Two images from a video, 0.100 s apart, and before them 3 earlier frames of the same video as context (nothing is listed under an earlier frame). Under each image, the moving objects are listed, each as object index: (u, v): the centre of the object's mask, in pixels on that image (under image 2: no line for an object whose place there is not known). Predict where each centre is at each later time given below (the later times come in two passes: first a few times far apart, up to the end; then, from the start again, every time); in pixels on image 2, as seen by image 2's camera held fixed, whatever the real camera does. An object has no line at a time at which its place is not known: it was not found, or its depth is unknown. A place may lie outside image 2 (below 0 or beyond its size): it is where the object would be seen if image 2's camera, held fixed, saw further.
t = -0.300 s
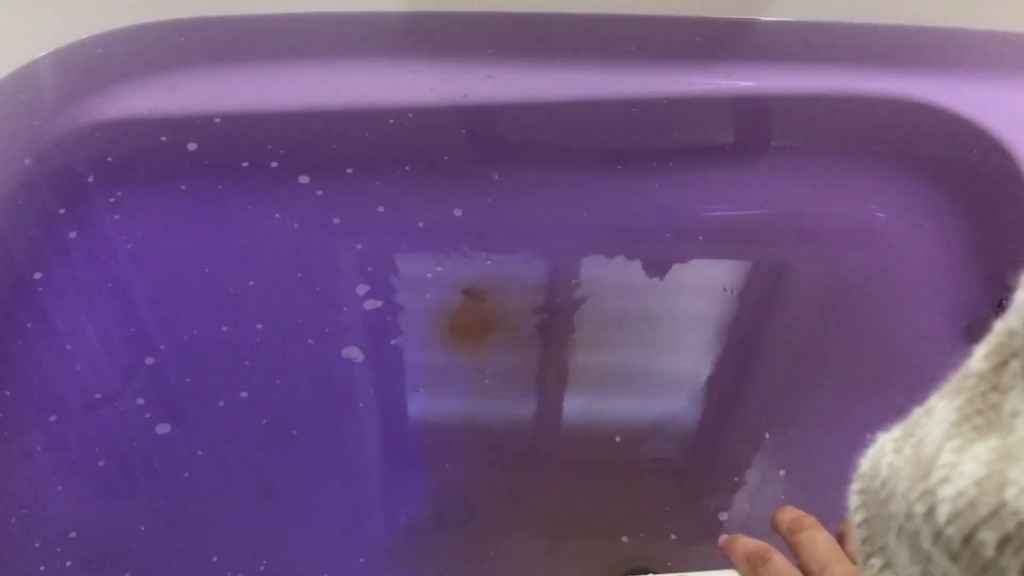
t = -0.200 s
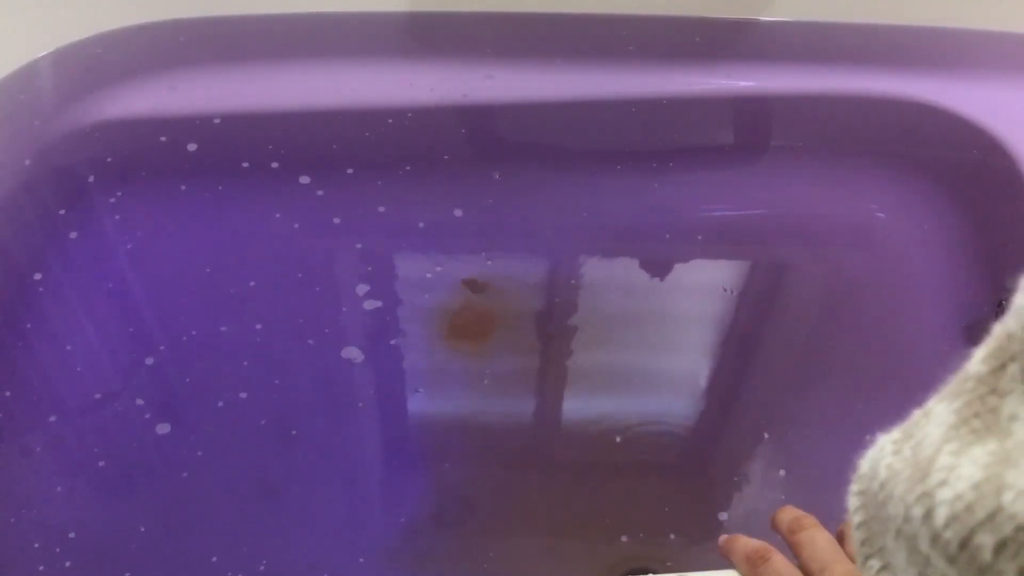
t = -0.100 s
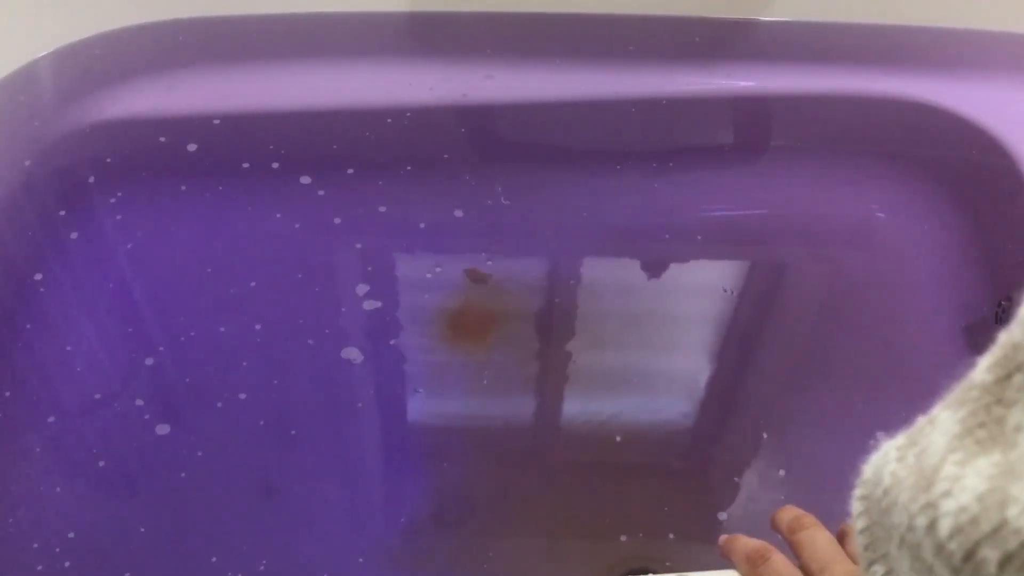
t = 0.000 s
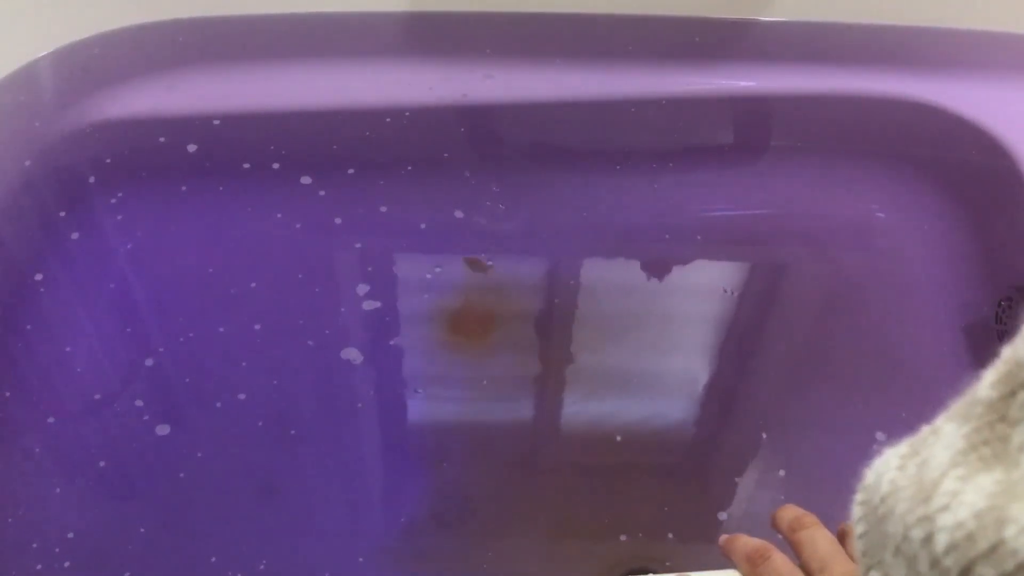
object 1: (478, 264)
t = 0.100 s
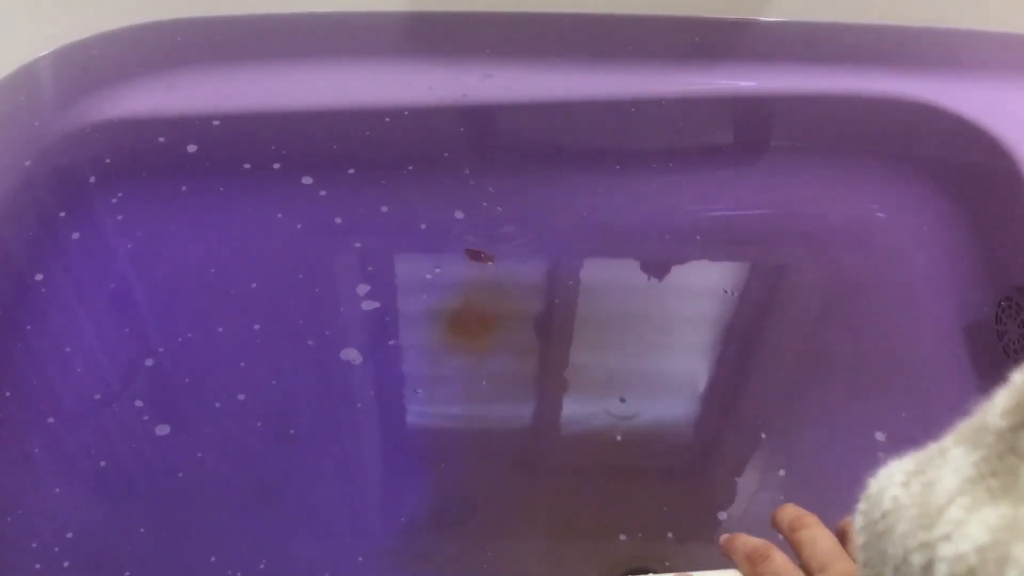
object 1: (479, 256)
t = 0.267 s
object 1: (477, 241)
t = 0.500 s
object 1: (477, 231)
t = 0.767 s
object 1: (480, 236)
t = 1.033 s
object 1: (485, 263)
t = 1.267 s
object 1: (487, 276)
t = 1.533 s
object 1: (487, 290)
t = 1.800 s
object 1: (486, 302)
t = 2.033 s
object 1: (485, 311)
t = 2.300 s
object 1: (482, 319)
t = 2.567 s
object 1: (484, 327)
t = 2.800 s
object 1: (484, 334)
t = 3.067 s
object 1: (483, 339)
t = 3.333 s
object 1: (484, 346)
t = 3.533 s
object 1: (483, 350)
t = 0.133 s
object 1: (478, 253)
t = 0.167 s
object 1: (479, 249)
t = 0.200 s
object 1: (477, 247)
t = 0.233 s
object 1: (478, 244)
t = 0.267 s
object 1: (477, 241)
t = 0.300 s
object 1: (479, 239)
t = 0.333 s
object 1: (478, 237)
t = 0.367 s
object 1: (477, 236)
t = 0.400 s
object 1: (476, 235)
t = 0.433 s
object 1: (475, 233)
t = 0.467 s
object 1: (476, 232)
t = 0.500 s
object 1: (477, 231)
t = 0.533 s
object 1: (476, 229)
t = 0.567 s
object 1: (476, 228)
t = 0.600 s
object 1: (476, 228)
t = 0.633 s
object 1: (476, 228)
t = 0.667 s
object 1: (477, 229)
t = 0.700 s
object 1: (477, 230)
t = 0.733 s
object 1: (479, 233)
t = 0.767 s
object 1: (480, 236)
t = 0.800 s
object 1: (481, 239)
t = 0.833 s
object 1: (481, 243)
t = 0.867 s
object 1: (482, 247)
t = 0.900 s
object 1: (483, 251)
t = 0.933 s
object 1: (483, 254)
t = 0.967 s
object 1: (484, 258)
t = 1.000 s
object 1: (484, 261)
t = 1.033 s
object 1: (485, 263)
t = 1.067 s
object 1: (485, 266)
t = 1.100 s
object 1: (485, 268)
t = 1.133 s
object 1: (485, 270)
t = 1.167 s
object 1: (486, 272)
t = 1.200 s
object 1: (486, 274)
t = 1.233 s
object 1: (487, 275)
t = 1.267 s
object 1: (487, 276)
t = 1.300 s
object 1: (487, 278)
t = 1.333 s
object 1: (487, 279)
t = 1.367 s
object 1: (487, 282)
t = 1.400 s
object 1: (488, 283)
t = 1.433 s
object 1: (488, 285)
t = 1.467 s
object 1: (487, 286)
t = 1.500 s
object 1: (488, 288)
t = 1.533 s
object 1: (487, 290)
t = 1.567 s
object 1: (487, 292)
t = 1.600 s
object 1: (487, 293)
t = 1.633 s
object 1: (487, 295)
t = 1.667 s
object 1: (487, 296)
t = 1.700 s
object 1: (487, 298)
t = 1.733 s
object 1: (486, 299)
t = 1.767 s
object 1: (486, 301)
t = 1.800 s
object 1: (486, 302)
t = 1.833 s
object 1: (486, 303)
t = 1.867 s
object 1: (486, 305)
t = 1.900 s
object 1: (485, 306)
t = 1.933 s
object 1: (485, 307)
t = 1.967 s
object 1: (485, 308)
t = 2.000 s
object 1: (485, 309)
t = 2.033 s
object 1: (485, 311)
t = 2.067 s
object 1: (485, 312)
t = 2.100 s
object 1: (484, 313)
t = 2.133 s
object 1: (484, 314)
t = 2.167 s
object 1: (484, 315)
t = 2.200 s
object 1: (484, 316)
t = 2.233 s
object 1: (484, 317)
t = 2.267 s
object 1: (482, 318)
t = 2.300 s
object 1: (482, 319)
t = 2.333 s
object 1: (482, 320)
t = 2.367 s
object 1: (483, 321)
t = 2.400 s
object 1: (483, 322)
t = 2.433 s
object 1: (484, 323)
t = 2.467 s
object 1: (483, 324)
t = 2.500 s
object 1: (484, 325)
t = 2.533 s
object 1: (484, 326)
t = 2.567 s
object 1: (484, 327)
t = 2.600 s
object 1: (484, 328)
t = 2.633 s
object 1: (484, 329)
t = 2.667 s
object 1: (484, 330)
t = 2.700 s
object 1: (484, 331)
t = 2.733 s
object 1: (484, 332)
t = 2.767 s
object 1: (484, 333)
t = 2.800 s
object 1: (484, 334)
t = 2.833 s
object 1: (483, 334)
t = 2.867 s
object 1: (483, 335)
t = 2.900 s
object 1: (485, 336)
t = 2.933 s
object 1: (485, 337)
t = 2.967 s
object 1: (482, 337)
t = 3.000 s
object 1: (485, 339)
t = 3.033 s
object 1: (485, 340)
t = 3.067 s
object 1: (483, 339)
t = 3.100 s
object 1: (485, 341)
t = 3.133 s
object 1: (483, 341)
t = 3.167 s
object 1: (483, 342)
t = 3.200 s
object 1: (483, 342)
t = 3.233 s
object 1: (483, 343)
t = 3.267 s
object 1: (484, 345)
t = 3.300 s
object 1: (484, 345)
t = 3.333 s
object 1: (484, 346)
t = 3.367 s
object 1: (483, 346)
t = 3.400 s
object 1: (483, 347)
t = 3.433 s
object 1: (483, 348)
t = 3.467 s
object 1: (483, 349)
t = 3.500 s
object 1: (483, 349)
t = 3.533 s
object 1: (483, 350)
